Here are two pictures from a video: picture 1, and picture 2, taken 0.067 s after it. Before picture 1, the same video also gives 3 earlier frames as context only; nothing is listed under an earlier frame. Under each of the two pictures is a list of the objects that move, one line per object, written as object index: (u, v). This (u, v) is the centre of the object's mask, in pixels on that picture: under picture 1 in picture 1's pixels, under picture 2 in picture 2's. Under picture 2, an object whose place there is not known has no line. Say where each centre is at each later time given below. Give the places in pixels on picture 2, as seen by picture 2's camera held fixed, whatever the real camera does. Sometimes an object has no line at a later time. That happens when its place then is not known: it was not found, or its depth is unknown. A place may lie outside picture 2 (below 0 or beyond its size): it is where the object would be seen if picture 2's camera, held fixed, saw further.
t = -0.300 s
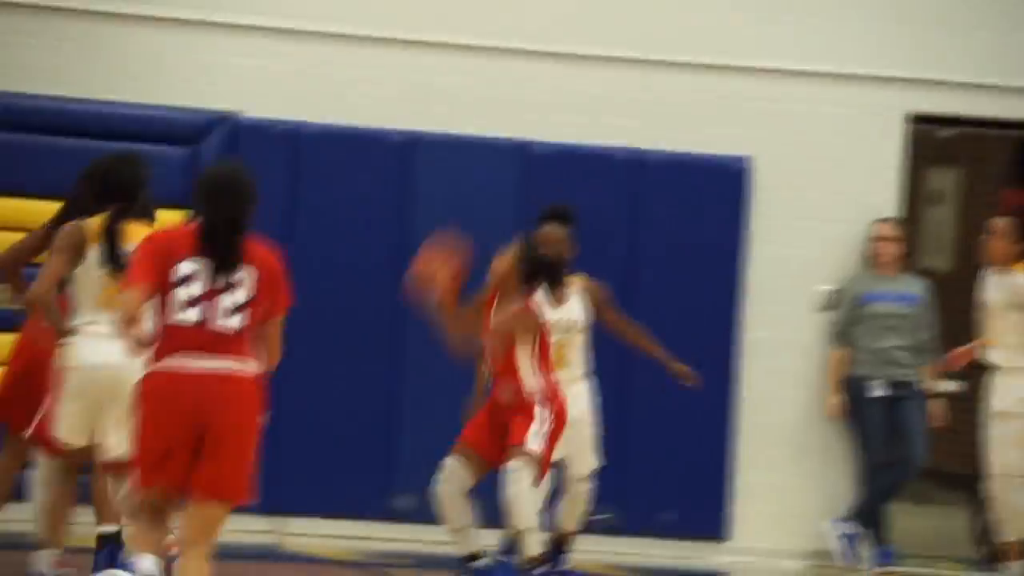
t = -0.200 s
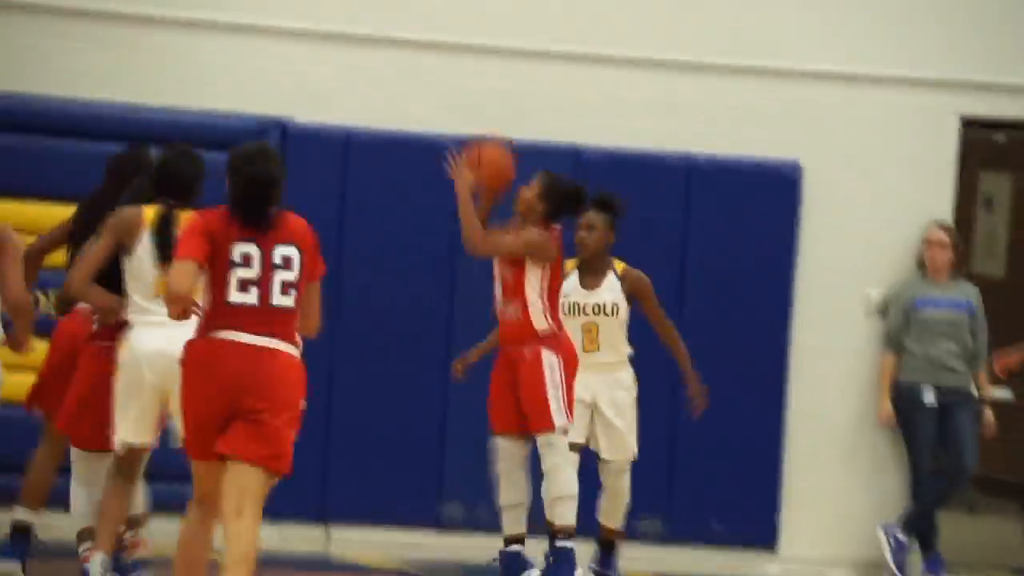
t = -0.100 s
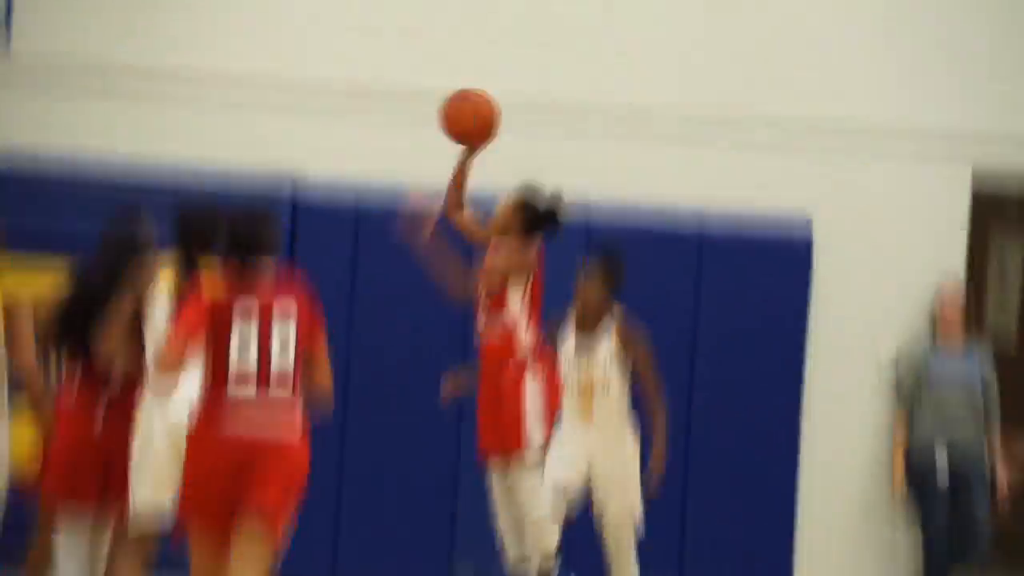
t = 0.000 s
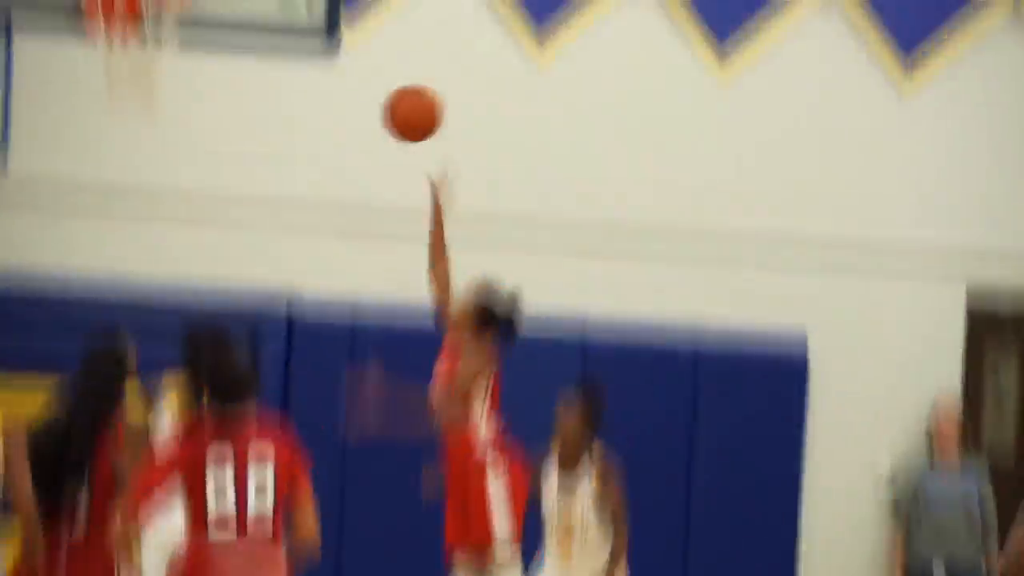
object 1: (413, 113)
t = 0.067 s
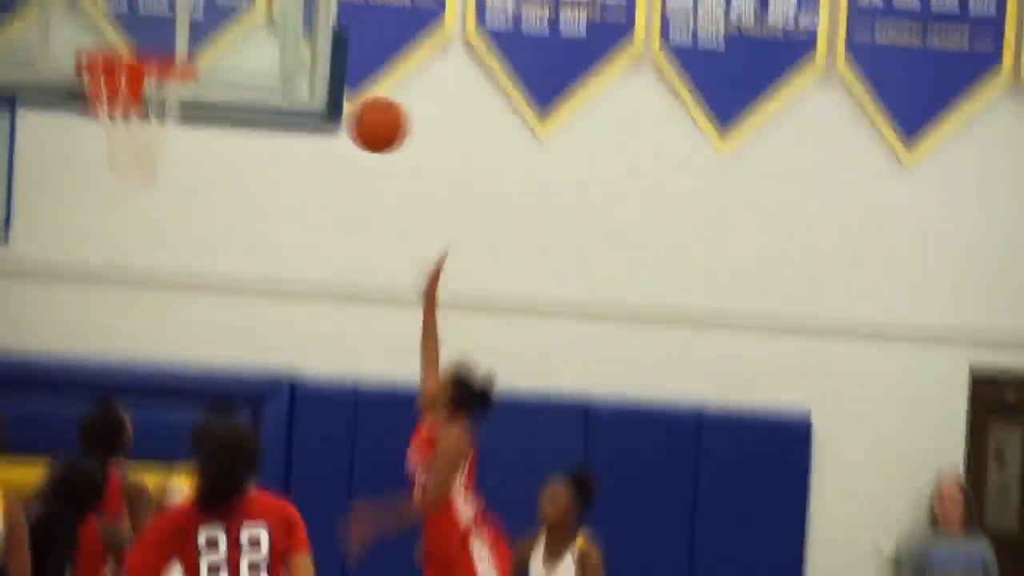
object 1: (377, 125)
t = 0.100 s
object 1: (359, 97)
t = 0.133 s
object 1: (341, 71)
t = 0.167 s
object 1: (322, 47)
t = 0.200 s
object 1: (302, 29)
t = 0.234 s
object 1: (284, 11)
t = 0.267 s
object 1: (264, -2)
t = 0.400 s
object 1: (190, -31)
